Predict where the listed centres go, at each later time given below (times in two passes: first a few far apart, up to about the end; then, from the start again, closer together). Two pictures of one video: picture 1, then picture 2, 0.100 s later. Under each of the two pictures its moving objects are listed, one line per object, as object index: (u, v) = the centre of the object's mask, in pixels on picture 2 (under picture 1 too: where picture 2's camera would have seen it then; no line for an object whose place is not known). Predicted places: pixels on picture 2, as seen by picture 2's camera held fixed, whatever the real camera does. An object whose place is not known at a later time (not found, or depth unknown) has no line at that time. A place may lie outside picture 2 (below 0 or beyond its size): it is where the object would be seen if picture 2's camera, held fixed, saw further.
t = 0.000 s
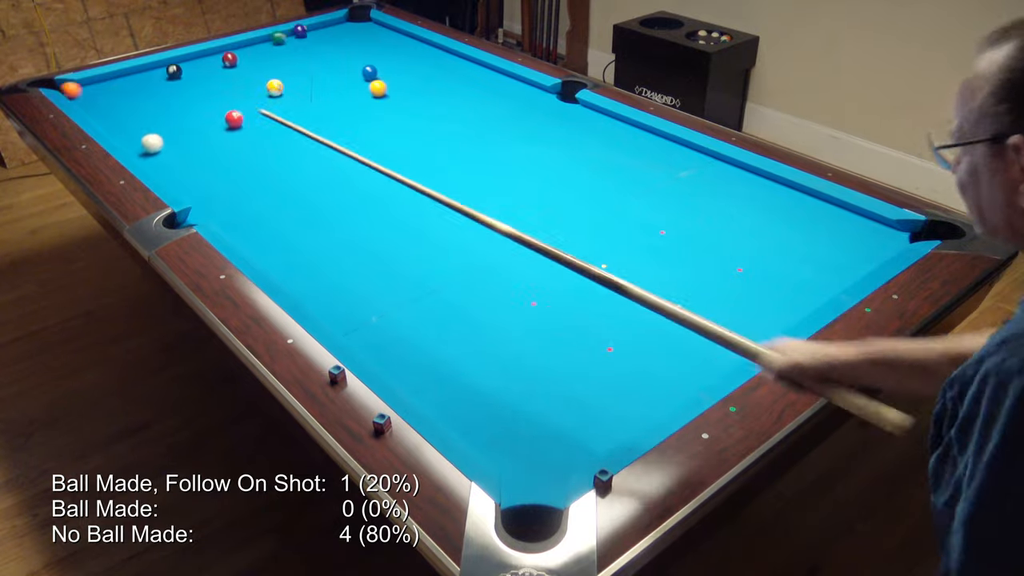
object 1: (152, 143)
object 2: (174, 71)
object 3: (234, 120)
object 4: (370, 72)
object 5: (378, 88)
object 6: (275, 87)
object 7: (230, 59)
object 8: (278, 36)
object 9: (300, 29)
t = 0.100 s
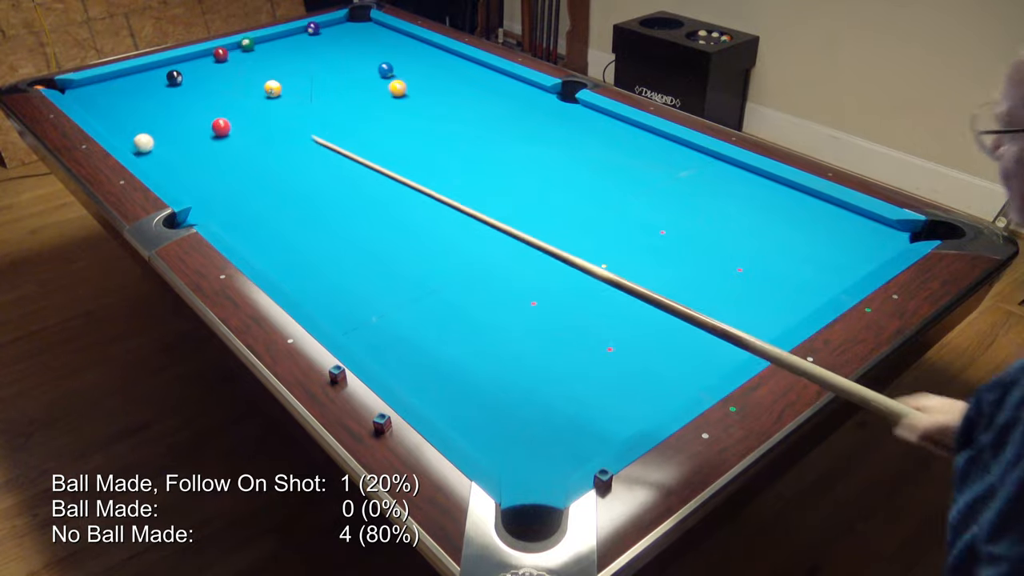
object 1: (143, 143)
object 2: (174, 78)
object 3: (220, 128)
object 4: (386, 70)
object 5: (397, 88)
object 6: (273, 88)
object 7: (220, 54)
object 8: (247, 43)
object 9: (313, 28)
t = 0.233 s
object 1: (162, 131)
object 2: (174, 86)
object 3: (202, 139)
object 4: (406, 66)
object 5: (423, 88)
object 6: (269, 90)
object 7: (207, 53)
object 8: (231, 50)
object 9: (323, 26)
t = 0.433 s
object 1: (185, 114)
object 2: (174, 100)
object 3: (174, 156)
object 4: (435, 61)
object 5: (460, 88)
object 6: (266, 91)
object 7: (182, 62)
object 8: (232, 56)
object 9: (336, 25)
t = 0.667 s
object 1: (208, 96)
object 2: (175, 117)
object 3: (171, 167)
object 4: (457, 59)
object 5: (503, 87)
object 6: (261, 93)
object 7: (155, 72)
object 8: (235, 62)
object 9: (350, 22)
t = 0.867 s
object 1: (226, 82)
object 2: (176, 132)
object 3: (195, 167)
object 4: (454, 65)
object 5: (536, 87)
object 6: (259, 94)
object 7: (131, 81)
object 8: (237, 67)
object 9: (362, 21)
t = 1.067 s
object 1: (239, 77)
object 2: (176, 148)
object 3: (219, 166)
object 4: (450, 71)
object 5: (536, 95)
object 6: (257, 94)
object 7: (107, 89)
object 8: (242, 65)
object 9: (367, 20)
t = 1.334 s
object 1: (251, 78)
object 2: (176, 170)
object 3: (249, 166)
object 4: (446, 78)
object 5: (537, 104)
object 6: (255, 95)
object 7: (80, 99)
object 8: (250, 59)
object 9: (362, 21)
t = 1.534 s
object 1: (260, 79)
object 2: (181, 185)
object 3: (270, 166)
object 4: (442, 84)
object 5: (537, 110)
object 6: (255, 95)
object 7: (94, 98)
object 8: (256, 54)
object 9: (359, 21)
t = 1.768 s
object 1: (268, 80)
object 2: (203, 196)
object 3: (293, 165)
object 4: (438, 91)
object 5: (537, 118)
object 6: (255, 95)
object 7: (111, 96)
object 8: (261, 49)
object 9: (357, 21)
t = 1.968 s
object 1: (275, 80)
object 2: (224, 204)
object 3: (311, 165)
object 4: (435, 96)
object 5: (538, 124)
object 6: (255, 95)
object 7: (123, 94)
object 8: (266, 45)
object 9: (355, 21)
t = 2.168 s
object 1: (281, 81)
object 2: (244, 212)
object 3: (328, 164)
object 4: (432, 101)
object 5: (538, 130)
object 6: (255, 95)
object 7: (135, 93)
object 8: (270, 41)
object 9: (355, 21)
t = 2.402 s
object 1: (286, 81)
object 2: (267, 222)
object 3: (347, 164)
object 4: (428, 106)
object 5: (539, 137)
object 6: (255, 95)
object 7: (147, 91)
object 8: (274, 36)
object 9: (355, 21)
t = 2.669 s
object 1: (291, 82)
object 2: (293, 233)
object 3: (366, 163)
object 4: (424, 112)
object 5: (539, 144)
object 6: (255, 95)
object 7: (159, 89)
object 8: (281, 35)
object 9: (355, 21)
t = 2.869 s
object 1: (294, 82)
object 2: (312, 241)
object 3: (379, 163)
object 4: (422, 116)
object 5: (540, 149)
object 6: (255, 95)
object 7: (167, 88)
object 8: (285, 35)
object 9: (355, 21)
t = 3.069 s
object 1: (296, 82)
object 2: (330, 249)
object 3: (391, 163)
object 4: (419, 119)
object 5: (541, 153)
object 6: (255, 95)
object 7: (174, 86)
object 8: (289, 34)
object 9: (355, 21)
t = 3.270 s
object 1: (296, 82)
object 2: (348, 256)
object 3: (401, 162)
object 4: (417, 123)
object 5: (541, 157)
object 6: (255, 95)
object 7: (180, 85)
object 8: (292, 34)
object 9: (355, 21)
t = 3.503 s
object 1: (296, 82)
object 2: (368, 265)
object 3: (412, 162)
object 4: (414, 126)
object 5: (543, 160)
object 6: (255, 95)
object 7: (186, 85)
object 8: (294, 34)
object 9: (355, 21)
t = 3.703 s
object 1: (296, 82)
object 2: (385, 272)
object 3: (420, 162)
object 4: (413, 128)
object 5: (543, 163)
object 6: (255, 95)
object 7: (190, 84)
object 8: (296, 34)
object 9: (354, 21)
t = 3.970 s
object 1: (296, 82)
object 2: (405, 281)
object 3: (429, 162)
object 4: (411, 131)
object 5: (543, 166)
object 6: (255, 95)
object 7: (193, 83)
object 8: (296, 34)
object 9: (355, 21)
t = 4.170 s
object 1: (296, 82)
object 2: (419, 287)
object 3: (434, 162)
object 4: (410, 132)
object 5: (543, 168)
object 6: (255, 95)
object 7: (195, 83)
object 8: (296, 34)
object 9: (355, 21)
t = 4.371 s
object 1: (296, 82)
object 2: (433, 293)
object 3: (438, 162)
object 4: (409, 133)
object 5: (543, 169)
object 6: (255, 95)
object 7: (196, 83)
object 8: (296, 34)
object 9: (355, 21)
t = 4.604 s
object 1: (296, 82)
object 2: (447, 300)
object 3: (441, 163)
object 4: (408, 134)
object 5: (542, 169)
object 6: (255, 95)
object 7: (196, 83)
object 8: (296, 34)
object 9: (355, 21)
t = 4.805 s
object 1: (296, 82)
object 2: (458, 305)
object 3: (443, 163)
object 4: (408, 134)
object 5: (542, 169)
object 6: (255, 95)
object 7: (196, 83)
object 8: (296, 34)
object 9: (355, 21)
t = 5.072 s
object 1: (296, 82)
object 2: (471, 312)
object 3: (443, 163)
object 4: (408, 134)
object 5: (542, 169)
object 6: (255, 95)
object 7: (196, 83)
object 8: (296, 35)
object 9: (355, 21)
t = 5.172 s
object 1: (296, 82)
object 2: (475, 314)
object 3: (443, 163)
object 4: (408, 134)
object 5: (542, 169)
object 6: (255, 95)
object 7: (196, 83)
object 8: (296, 34)
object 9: (355, 21)
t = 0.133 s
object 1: (149, 140)
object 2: (174, 80)
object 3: (216, 131)
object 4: (391, 69)
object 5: (404, 88)
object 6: (272, 89)
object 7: (217, 53)
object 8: (240, 45)
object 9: (316, 27)
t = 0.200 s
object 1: (159, 134)
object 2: (174, 84)
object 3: (207, 136)
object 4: (401, 67)
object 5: (416, 88)
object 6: (270, 89)
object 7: (212, 52)
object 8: (230, 49)
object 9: (321, 26)
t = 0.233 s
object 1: (162, 131)
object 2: (174, 86)
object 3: (202, 139)
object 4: (406, 66)
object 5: (423, 88)
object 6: (269, 90)
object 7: (207, 53)
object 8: (231, 50)
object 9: (323, 26)
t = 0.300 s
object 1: (170, 125)
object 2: (174, 91)
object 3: (193, 145)
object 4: (416, 64)
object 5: (435, 88)
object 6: (268, 90)
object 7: (197, 57)
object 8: (231, 52)
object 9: (327, 25)
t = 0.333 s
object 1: (174, 122)
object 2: (174, 93)
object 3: (188, 148)
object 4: (421, 63)
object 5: (442, 88)
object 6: (267, 91)
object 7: (194, 58)
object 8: (231, 52)
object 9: (330, 25)
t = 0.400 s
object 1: (182, 117)
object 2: (175, 98)
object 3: (179, 153)
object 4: (431, 62)
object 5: (454, 88)
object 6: (266, 91)
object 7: (186, 61)
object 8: (232, 55)
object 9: (334, 25)
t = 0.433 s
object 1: (185, 114)
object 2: (174, 100)
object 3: (174, 156)
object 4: (435, 61)
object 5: (460, 88)
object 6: (266, 91)
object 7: (182, 62)
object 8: (232, 56)
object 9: (336, 25)
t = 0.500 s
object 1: (192, 109)
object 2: (175, 105)
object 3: (164, 162)
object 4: (445, 59)
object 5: (473, 88)
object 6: (264, 92)
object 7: (175, 65)
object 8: (234, 58)
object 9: (341, 24)
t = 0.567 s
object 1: (199, 104)
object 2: (175, 109)
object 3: (158, 166)
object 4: (454, 58)
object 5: (485, 88)
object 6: (263, 92)
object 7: (167, 68)
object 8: (234, 60)
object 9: (344, 23)
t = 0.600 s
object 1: (202, 101)
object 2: (175, 112)
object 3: (162, 167)
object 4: (459, 57)
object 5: (491, 87)
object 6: (263, 92)
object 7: (163, 69)
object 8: (234, 60)
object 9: (346, 23)
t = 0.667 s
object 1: (208, 96)
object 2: (175, 117)
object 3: (171, 167)
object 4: (457, 59)
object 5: (503, 87)
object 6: (261, 93)
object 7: (155, 72)
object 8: (235, 62)
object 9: (350, 22)
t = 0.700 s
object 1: (211, 94)
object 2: (175, 119)
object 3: (175, 167)
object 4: (457, 59)
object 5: (509, 87)
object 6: (261, 93)
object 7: (151, 73)
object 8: (235, 63)
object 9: (352, 22)
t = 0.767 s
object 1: (217, 89)
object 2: (176, 124)
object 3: (183, 167)
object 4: (456, 62)
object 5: (521, 87)
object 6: (260, 93)
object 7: (143, 77)
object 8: (236, 65)
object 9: (356, 21)
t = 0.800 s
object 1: (220, 87)
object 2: (176, 127)
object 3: (187, 167)
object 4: (455, 63)
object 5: (527, 87)
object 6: (260, 93)
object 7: (139, 78)
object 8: (236, 66)
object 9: (358, 21)
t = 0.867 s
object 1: (226, 82)
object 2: (176, 132)
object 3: (195, 167)
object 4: (454, 65)
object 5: (536, 87)
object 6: (259, 94)
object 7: (131, 81)
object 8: (237, 67)
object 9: (362, 21)
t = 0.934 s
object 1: (232, 78)
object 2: (176, 137)
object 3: (203, 167)
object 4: (453, 67)
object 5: (536, 90)
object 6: (258, 94)
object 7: (123, 84)
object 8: (239, 68)
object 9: (364, 21)
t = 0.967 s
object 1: (234, 76)
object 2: (176, 140)
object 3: (207, 167)
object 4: (452, 68)
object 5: (536, 91)
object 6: (258, 94)
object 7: (119, 85)
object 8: (240, 67)
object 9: (367, 21)
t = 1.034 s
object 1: (237, 77)
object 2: (176, 145)
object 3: (215, 167)
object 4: (451, 70)
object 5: (536, 94)
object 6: (257, 94)
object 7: (111, 88)
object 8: (242, 65)
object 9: (367, 20)
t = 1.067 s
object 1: (239, 77)
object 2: (176, 148)
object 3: (219, 166)
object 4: (450, 71)
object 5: (536, 95)
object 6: (257, 94)
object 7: (107, 89)
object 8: (242, 65)
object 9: (367, 20)
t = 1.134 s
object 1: (242, 78)
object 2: (176, 153)
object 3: (227, 166)
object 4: (449, 73)
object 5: (537, 97)
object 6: (256, 95)
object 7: (99, 93)
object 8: (244, 63)
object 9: (365, 20)
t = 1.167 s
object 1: (244, 78)
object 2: (176, 156)
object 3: (230, 166)
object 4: (448, 74)
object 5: (537, 98)
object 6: (256, 95)
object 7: (95, 94)
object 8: (245, 63)
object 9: (365, 21)
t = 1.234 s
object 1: (247, 78)
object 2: (176, 161)
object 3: (238, 166)
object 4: (447, 76)
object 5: (537, 101)
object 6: (256, 95)
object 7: (87, 97)
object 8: (247, 61)
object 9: (363, 21)
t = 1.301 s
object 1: (250, 78)
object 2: (176, 167)
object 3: (245, 166)
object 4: (446, 78)
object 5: (537, 103)
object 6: (255, 95)
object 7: (79, 99)
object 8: (249, 60)
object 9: (362, 21)
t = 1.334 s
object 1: (251, 78)
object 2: (176, 170)
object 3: (249, 166)
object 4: (446, 78)
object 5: (537, 104)
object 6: (255, 95)
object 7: (80, 99)
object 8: (250, 59)
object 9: (362, 21)
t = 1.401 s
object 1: (254, 78)
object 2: (176, 176)
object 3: (256, 166)
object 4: (444, 80)
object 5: (537, 106)
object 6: (255, 95)
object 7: (85, 100)
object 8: (252, 56)
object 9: (361, 21)
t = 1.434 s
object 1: (256, 78)
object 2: (176, 179)
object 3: (259, 166)
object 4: (444, 81)
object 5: (537, 107)
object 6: (255, 95)
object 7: (87, 99)
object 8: (253, 56)
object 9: (360, 21)
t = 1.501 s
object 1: (258, 79)
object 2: (178, 183)
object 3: (266, 166)
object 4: (443, 83)
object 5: (537, 109)
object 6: (255, 95)
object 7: (92, 99)
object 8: (254, 54)
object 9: (359, 21)
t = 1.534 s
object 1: (260, 79)
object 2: (181, 185)
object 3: (270, 166)
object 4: (442, 84)
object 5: (537, 110)
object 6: (255, 95)
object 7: (94, 98)
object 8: (256, 54)
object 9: (359, 21)
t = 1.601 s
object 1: (262, 79)
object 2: (187, 188)
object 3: (277, 165)
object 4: (441, 86)
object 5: (537, 113)
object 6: (255, 95)
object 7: (99, 98)
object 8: (257, 52)
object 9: (358, 21)
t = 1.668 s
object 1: (265, 79)
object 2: (194, 192)
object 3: (283, 165)
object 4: (440, 88)
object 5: (537, 115)
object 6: (255, 95)
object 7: (104, 97)
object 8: (259, 51)
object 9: (358, 21)
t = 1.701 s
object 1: (266, 80)
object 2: (197, 193)
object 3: (286, 165)
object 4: (439, 89)
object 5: (537, 116)
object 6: (255, 95)
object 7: (106, 96)
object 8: (259, 50)
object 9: (357, 21)
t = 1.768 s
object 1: (268, 80)
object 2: (203, 196)
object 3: (293, 165)
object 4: (438, 91)
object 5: (537, 118)
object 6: (255, 95)
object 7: (111, 96)
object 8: (261, 49)
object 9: (357, 21)
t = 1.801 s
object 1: (270, 80)
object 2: (207, 197)
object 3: (296, 165)
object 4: (438, 92)
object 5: (537, 119)
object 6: (255, 95)
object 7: (113, 96)
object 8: (262, 47)
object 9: (357, 21)
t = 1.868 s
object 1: (272, 80)
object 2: (214, 200)
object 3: (302, 165)
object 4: (437, 93)
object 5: (538, 121)
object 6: (255, 95)
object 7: (117, 95)
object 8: (263, 46)
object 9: (356, 21)
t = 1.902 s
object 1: (273, 80)
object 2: (217, 202)
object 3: (305, 165)
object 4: (436, 94)
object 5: (538, 122)
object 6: (255, 95)
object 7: (119, 95)
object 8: (264, 45)
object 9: (356, 21)
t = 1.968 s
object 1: (275, 80)
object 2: (224, 204)
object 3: (311, 165)
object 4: (435, 96)
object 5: (538, 124)
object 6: (255, 95)
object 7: (123, 94)
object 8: (266, 45)
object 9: (355, 21)
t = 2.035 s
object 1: (277, 81)
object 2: (230, 207)
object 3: (317, 165)
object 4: (434, 97)
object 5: (538, 126)
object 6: (255, 95)
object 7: (127, 93)
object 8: (267, 44)
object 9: (355, 22)
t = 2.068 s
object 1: (278, 81)
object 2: (234, 208)
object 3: (320, 165)
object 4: (433, 98)
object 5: (538, 128)
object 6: (255, 95)
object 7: (129, 93)
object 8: (268, 43)
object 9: (355, 22)
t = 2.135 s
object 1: (280, 81)
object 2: (240, 211)
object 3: (325, 165)
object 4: (432, 100)
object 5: (538, 129)
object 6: (255, 95)
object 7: (133, 93)
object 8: (269, 41)
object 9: (355, 21)
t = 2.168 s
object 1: (281, 81)
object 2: (244, 212)
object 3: (328, 164)
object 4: (432, 101)
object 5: (538, 130)
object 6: (255, 95)
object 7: (135, 93)
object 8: (270, 41)
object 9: (355, 21)
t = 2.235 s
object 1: (282, 81)
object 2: (250, 215)
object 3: (334, 164)
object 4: (431, 102)
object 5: (538, 132)
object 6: (255, 95)
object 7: (139, 92)
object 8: (271, 39)
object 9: (355, 21)
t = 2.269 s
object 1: (283, 81)
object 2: (254, 217)
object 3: (336, 164)
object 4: (430, 103)
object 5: (538, 133)
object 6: (255, 95)
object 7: (140, 92)
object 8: (272, 39)
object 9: (355, 22)
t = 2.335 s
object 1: (285, 81)
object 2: (260, 219)
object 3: (342, 164)
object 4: (429, 105)
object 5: (538, 135)
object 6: (255, 95)
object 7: (144, 91)
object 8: (273, 38)
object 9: (355, 21)
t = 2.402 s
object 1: (286, 81)
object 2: (267, 222)
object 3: (347, 164)
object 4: (428, 106)
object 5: (539, 137)
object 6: (255, 95)
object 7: (147, 91)
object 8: (274, 36)
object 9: (355, 21)
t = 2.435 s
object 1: (287, 81)
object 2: (270, 224)
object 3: (349, 164)
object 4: (428, 107)
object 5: (539, 138)
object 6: (255, 95)
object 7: (149, 91)
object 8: (275, 37)
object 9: (355, 21)
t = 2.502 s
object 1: (288, 82)
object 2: (277, 226)
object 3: (354, 164)
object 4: (427, 108)
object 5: (539, 140)
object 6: (255, 95)
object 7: (152, 90)
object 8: (276, 35)
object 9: (355, 21)
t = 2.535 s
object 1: (289, 82)
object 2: (280, 228)
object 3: (357, 164)
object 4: (426, 109)
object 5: (539, 141)
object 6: (255, 95)
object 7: (153, 90)
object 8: (277, 35)
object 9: (355, 21)
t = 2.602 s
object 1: (290, 82)
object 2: (286, 230)
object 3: (361, 163)
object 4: (425, 110)
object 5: (539, 142)
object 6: (255, 95)
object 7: (156, 89)
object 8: (279, 35)
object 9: (355, 21)
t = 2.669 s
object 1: (291, 82)
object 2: (293, 233)
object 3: (366, 163)
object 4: (424, 112)
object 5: (539, 144)
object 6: (255, 95)
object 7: (159, 89)
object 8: (281, 35)
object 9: (355, 21)
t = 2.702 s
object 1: (291, 82)
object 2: (296, 234)
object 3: (368, 163)
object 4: (424, 112)
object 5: (539, 145)
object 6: (255, 95)
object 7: (161, 88)
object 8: (281, 35)
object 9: (355, 21)
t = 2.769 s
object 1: (292, 82)
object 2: (302, 237)
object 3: (372, 163)
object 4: (423, 114)
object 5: (540, 146)
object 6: (255, 95)
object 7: (164, 88)
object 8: (283, 35)
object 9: (355, 21)
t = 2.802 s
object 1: (293, 82)
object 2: (305, 238)
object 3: (375, 163)
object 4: (422, 115)
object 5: (540, 147)
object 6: (255, 95)
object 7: (165, 88)
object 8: (284, 35)
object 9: (355, 21)
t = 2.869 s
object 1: (294, 82)
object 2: (312, 241)
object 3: (379, 163)
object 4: (422, 116)
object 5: (540, 149)
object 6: (255, 95)
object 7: (167, 88)
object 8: (285, 35)
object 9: (355, 21)
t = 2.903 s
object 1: (294, 82)
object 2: (315, 242)
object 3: (381, 163)
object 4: (421, 116)
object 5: (540, 149)
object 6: (255, 95)
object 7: (168, 87)
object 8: (286, 34)
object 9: (355, 21)
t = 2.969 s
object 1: (295, 82)
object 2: (321, 245)
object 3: (385, 163)
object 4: (420, 118)
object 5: (540, 151)
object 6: (255, 95)
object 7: (171, 87)
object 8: (287, 34)
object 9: (355, 21)
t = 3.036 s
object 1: (295, 82)
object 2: (327, 247)
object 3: (389, 163)
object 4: (419, 119)
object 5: (540, 152)
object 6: (255, 95)
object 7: (173, 87)
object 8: (288, 34)
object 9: (355, 21)
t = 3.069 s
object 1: (296, 82)
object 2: (330, 249)
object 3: (391, 163)
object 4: (419, 119)
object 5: (541, 153)
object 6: (255, 95)
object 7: (174, 86)
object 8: (289, 34)
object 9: (355, 21)
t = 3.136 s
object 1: (296, 82)
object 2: (336, 251)
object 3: (394, 163)
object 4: (418, 121)
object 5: (541, 154)
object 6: (255, 95)
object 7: (176, 86)
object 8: (290, 34)
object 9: (355, 21)
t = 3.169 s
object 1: (296, 82)
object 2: (339, 253)
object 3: (396, 163)
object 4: (418, 121)
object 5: (541, 155)
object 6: (255, 95)
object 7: (177, 86)
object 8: (290, 34)
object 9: (355, 21)
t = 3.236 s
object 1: (296, 82)
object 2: (345, 255)
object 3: (400, 163)
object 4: (417, 122)
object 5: (541, 156)
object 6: (255, 95)
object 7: (179, 86)
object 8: (291, 34)
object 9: (355, 21)
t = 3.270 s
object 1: (296, 82)
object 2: (348, 256)
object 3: (401, 162)
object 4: (417, 123)
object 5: (541, 157)
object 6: (255, 95)
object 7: (180, 85)
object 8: (292, 34)
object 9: (355, 21)
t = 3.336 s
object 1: (296, 82)
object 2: (354, 259)
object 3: (404, 163)
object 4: (416, 124)
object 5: (542, 158)
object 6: (255, 95)
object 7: (182, 85)
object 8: (293, 34)
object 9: (355, 21)
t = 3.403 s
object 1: (296, 82)
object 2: (359, 262)
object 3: (407, 163)
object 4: (415, 124)
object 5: (542, 159)
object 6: (255, 95)
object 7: (184, 85)
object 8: (294, 34)
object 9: (355, 21)
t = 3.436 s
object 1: (296, 82)
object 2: (362, 263)
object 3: (409, 163)
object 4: (415, 125)
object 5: (542, 159)
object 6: (255, 95)
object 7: (184, 85)
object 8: (294, 34)
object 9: (355, 21)
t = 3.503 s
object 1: (296, 82)
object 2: (368, 265)
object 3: (412, 162)
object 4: (414, 126)
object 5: (543, 160)
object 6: (255, 95)
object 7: (186, 85)
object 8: (294, 34)
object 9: (355, 21)
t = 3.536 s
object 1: (296, 82)
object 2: (371, 266)
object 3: (413, 162)
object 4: (414, 126)
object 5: (543, 161)
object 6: (255, 95)
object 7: (187, 84)
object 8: (295, 34)
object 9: (355, 21)
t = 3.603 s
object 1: (296, 82)
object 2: (376, 269)
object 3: (416, 163)
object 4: (413, 127)
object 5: (543, 162)
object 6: (255, 95)
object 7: (188, 84)
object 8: (295, 34)
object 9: (355, 21)
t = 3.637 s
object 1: (296, 82)
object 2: (379, 270)
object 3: (417, 163)
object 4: (413, 128)
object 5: (543, 162)
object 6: (255, 95)
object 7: (189, 84)
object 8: (295, 34)
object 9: (355, 21)
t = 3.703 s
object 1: (296, 82)
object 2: (385, 272)
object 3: (420, 162)
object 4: (413, 128)
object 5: (543, 163)
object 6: (255, 95)
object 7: (190, 84)
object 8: (296, 34)
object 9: (354, 21)
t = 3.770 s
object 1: (296, 82)
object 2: (390, 274)
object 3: (422, 162)
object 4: (412, 129)
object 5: (543, 164)
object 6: (255, 95)
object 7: (191, 84)
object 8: (296, 34)
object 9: (355, 21)
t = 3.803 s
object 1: (296, 82)
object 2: (392, 275)
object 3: (424, 162)
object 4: (412, 129)
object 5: (543, 164)
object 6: (255, 95)
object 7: (191, 84)
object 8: (296, 34)
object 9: (355, 21)
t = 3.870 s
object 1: (296, 82)
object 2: (398, 278)
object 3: (426, 162)
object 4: (412, 130)
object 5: (543, 165)
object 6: (255, 95)
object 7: (192, 84)
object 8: (296, 34)
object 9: (355, 21)
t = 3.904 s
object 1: (296, 82)
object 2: (400, 279)
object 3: (427, 162)
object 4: (411, 130)
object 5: (543, 166)
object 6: (255, 95)
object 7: (193, 84)
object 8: (296, 34)
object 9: (355, 21)
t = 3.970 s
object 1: (296, 82)
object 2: (405, 281)
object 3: (429, 162)
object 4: (411, 131)
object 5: (543, 166)
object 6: (255, 95)
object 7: (193, 83)
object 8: (296, 34)
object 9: (355, 21)
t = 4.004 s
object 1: (296, 82)
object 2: (407, 282)
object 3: (430, 162)
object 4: (410, 131)
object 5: (543, 166)
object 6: (255, 95)
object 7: (194, 83)
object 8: (296, 34)
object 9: (355, 21)
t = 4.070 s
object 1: (296, 82)
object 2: (412, 284)
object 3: (431, 162)
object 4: (410, 132)
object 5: (543, 167)
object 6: (255, 95)
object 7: (194, 83)
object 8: (296, 34)
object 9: (355, 21)
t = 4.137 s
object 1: (296, 82)
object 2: (417, 286)
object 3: (433, 162)
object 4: (410, 132)
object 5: (543, 167)
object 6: (255, 95)
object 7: (195, 83)
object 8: (296, 34)
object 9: (355, 21)
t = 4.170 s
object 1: (296, 82)
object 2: (419, 287)
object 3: (434, 162)
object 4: (410, 132)
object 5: (543, 168)
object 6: (255, 95)
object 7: (195, 83)
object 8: (296, 34)
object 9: (355, 21)
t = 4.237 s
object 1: (296, 82)
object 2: (424, 289)
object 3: (435, 162)
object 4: (410, 133)
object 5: (543, 168)
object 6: (255, 95)
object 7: (195, 83)
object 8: (296, 34)
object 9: (355, 21)
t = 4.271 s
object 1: (296, 82)
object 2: (426, 290)
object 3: (436, 162)
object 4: (409, 133)
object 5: (543, 168)
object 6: (255, 95)
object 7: (196, 83)
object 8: (296, 34)
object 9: (355, 21)
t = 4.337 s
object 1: (296, 82)
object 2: (431, 292)
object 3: (438, 163)
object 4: (409, 133)
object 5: (543, 169)
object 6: (255, 95)
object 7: (196, 83)
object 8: (296, 34)
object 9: (355, 21)
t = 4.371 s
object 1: (296, 82)
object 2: (433, 293)
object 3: (438, 162)
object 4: (409, 133)
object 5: (543, 169)
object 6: (255, 95)
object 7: (196, 83)
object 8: (296, 34)
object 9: (355, 21)
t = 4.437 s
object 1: (296, 82)
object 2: (437, 295)
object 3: (439, 163)
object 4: (409, 133)
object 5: (543, 169)
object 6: (255, 95)
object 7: (196, 83)
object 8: (296, 34)
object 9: (355, 21)
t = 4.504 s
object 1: (296, 82)
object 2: (441, 297)
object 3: (440, 163)
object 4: (408, 134)
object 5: (542, 169)
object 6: (255, 95)
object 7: (196, 83)
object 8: (296, 34)
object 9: (355, 21)
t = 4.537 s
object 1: (296, 82)
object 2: (443, 298)
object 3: (441, 163)
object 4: (408, 134)
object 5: (542, 169)
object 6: (255, 95)
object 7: (196, 83)
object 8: (296, 34)
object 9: (355, 21)
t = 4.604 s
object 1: (296, 82)
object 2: (447, 300)
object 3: (441, 163)
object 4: (408, 134)
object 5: (542, 169)
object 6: (255, 95)
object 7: (196, 83)
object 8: (296, 34)
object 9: (355, 21)
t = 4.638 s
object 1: (296, 82)
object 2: (449, 301)
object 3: (442, 163)
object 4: (408, 134)
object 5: (542, 169)
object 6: (255, 95)
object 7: (196, 83)
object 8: (296, 34)
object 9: (355, 21)
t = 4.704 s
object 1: (296, 82)
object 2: (453, 303)
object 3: (442, 163)
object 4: (408, 134)
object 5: (542, 169)
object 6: (255, 95)
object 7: (196, 83)
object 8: (296, 34)
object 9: (355, 21)
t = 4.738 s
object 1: (296, 82)
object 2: (454, 304)
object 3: (442, 163)
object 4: (408, 134)
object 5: (542, 169)
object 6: (255, 95)
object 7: (196, 83)
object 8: (296, 34)
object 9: (355, 21)
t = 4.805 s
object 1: (296, 82)
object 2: (458, 305)
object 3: (443, 163)
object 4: (408, 134)
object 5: (542, 169)
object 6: (255, 95)
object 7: (196, 83)
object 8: (296, 34)
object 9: (355, 21)
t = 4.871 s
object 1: (296, 82)
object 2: (461, 307)
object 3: (443, 163)
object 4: (408, 134)
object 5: (542, 169)
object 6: (255, 95)
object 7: (196, 83)
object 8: (296, 35)
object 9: (355, 21)
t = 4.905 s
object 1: (296, 82)
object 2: (463, 308)
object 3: (443, 163)
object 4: (408, 134)
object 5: (542, 169)
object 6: (255, 95)
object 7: (196, 83)
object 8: (296, 35)
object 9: (355, 21)
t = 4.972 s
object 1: (296, 82)
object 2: (466, 310)
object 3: (443, 163)
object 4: (408, 134)
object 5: (542, 169)
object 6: (255, 95)
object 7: (196, 83)
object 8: (296, 35)
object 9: (355, 21)
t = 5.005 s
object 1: (296, 82)
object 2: (468, 310)
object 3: (443, 163)
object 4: (408, 134)
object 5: (542, 169)
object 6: (255, 95)
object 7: (196, 83)
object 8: (296, 35)
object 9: (355, 21)
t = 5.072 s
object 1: (296, 82)
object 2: (471, 312)
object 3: (443, 163)
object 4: (408, 134)
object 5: (542, 169)
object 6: (255, 95)
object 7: (196, 83)
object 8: (296, 35)
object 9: (355, 21)
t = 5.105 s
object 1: (296, 82)
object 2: (472, 313)
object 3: (443, 163)
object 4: (408, 134)
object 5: (542, 169)
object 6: (255, 95)
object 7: (196, 83)
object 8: (296, 35)
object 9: (355, 21)
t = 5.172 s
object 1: (296, 82)
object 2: (475, 314)
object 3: (443, 163)
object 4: (408, 134)
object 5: (542, 169)
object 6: (255, 95)
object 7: (196, 83)
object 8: (296, 34)
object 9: (355, 21)
